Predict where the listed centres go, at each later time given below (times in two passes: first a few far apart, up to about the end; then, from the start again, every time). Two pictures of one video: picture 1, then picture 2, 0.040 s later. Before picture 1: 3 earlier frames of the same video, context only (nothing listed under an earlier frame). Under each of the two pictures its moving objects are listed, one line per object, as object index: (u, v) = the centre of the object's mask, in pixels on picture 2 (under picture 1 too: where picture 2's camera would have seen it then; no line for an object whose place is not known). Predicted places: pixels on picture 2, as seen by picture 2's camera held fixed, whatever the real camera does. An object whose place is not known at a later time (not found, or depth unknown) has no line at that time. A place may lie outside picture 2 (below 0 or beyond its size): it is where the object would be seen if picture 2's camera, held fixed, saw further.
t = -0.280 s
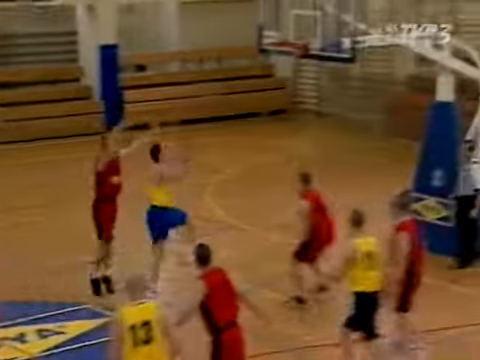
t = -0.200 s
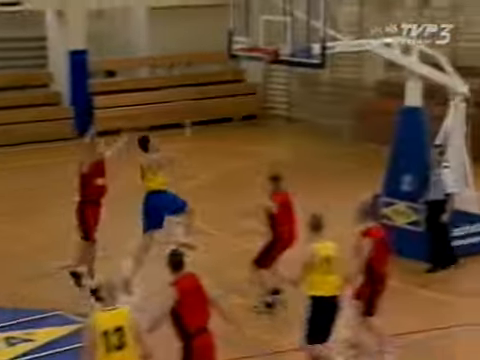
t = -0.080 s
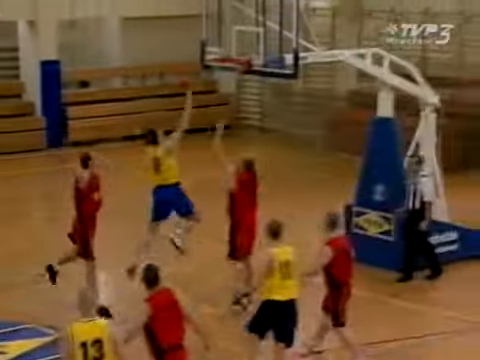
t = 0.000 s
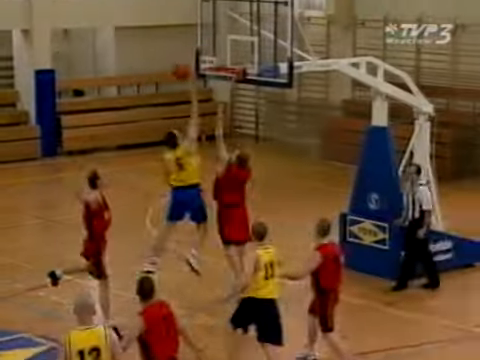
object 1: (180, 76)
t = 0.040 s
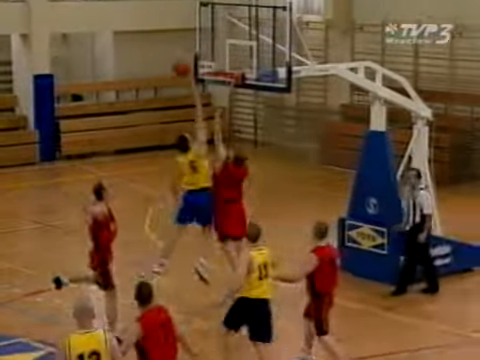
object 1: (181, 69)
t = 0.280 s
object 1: (189, 52)
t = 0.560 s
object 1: (198, 62)
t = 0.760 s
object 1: (198, 66)
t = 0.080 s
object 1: (183, 62)
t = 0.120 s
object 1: (185, 58)
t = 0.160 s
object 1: (186, 55)
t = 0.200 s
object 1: (187, 54)
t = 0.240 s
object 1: (188, 52)
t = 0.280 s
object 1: (189, 52)
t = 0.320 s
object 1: (192, 52)
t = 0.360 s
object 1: (193, 53)
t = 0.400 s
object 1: (197, 58)
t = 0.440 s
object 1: (198, 62)
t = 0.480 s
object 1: (199, 63)
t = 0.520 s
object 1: (198, 62)
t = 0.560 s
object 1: (198, 62)
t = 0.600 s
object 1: (198, 62)
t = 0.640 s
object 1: (198, 62)
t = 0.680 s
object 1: (198, 62)
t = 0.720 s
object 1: (198, 62)
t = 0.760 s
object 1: (198, 66)
